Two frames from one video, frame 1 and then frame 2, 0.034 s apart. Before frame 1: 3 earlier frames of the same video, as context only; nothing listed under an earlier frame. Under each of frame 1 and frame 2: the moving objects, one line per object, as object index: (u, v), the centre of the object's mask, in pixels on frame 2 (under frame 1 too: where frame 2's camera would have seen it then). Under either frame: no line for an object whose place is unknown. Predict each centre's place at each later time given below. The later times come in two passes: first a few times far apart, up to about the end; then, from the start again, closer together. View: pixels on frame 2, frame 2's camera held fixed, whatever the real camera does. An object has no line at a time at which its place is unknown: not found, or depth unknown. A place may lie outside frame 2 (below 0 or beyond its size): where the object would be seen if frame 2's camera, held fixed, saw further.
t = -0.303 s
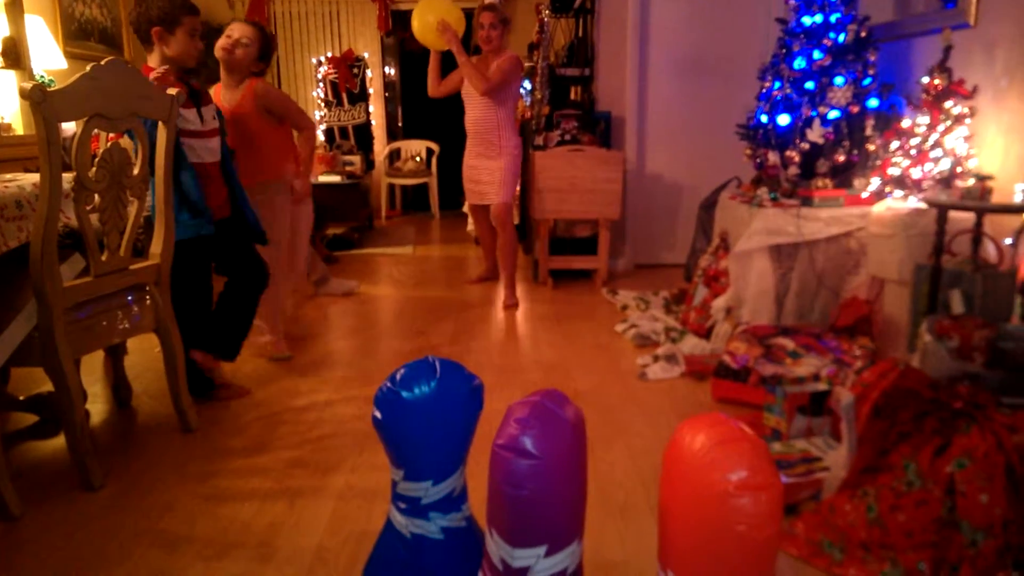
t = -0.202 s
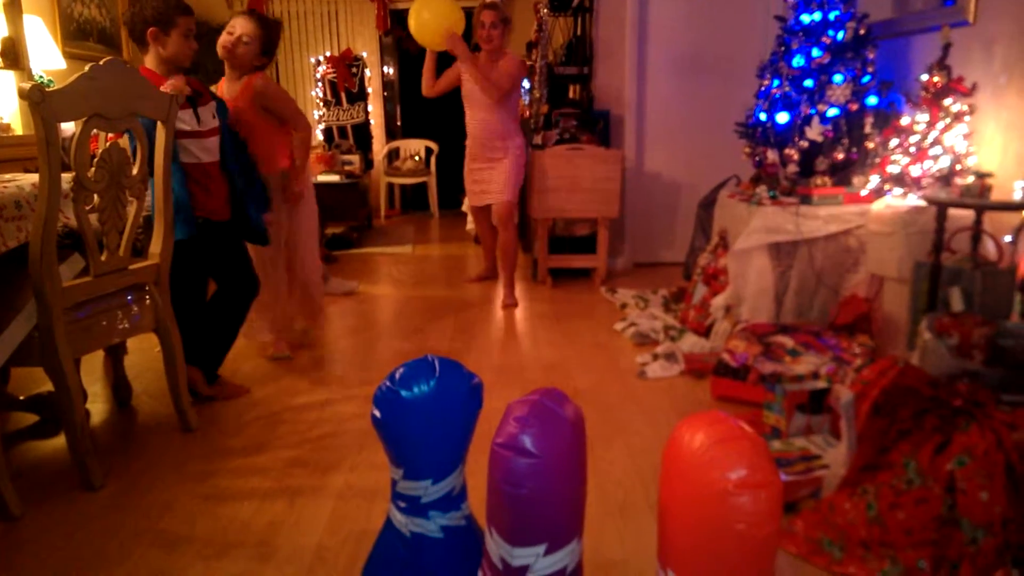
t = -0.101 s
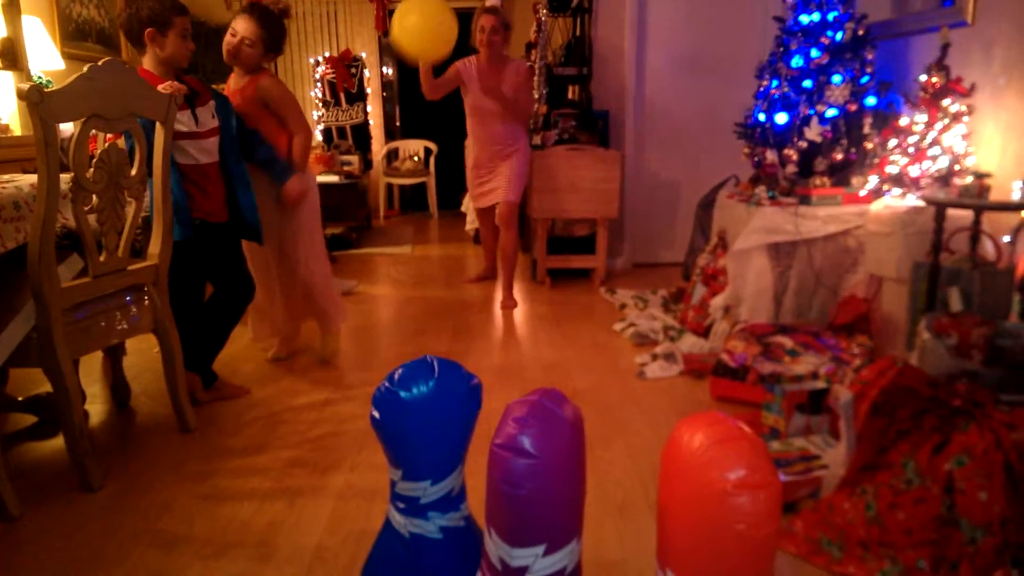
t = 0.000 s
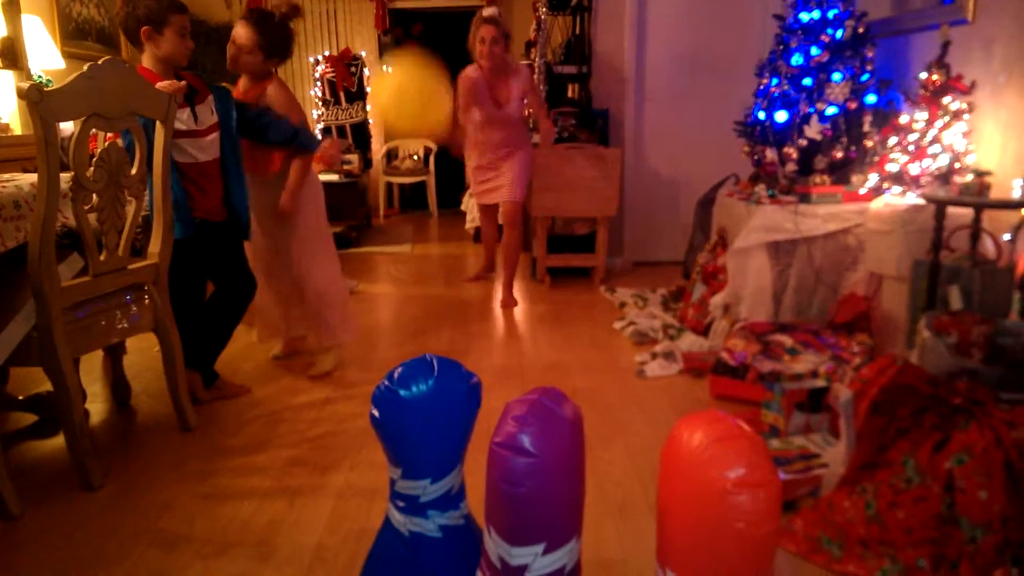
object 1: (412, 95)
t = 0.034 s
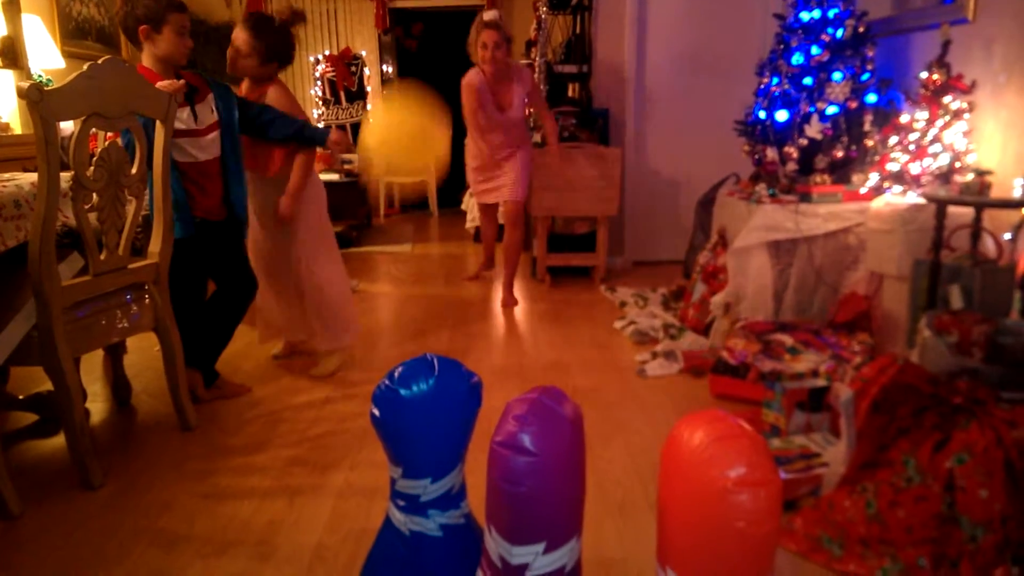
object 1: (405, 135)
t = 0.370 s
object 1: (412, 392)
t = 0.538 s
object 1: (360, 320)
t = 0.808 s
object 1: (348, 376)
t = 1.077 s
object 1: (355, 313)
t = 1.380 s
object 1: (374, 324)
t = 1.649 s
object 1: (395, 314)
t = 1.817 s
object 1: (405, 296)
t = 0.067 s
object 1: (399, 188)
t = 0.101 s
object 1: (394, 238)
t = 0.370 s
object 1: (412, 392)
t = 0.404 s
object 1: (387, 364)
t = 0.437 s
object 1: (380, 347)
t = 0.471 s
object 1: (370, 335)
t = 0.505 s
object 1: (365, 326)
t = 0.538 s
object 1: (360, 320)
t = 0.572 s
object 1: (358, 317)
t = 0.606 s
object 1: (355, 317)
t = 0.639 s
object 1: (352, 320)
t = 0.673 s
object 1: (349, 325)
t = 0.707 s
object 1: (347, 334)
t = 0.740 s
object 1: (345, 346)
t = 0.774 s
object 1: (348, 363)
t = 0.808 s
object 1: (348, 376)
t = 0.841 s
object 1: (348, 395)
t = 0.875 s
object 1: (349, 392)
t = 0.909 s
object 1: (350, 367)
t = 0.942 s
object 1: (350, 353)
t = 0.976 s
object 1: (351, 337)
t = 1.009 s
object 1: (352, 326)
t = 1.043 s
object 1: (352, 317)
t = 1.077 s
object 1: (355, 313)
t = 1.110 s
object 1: (356, 308)
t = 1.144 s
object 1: (358, 307)
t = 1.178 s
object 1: (359, 309)
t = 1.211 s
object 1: (360, 312)
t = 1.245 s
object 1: (361, 318)
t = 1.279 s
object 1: (363, 330)
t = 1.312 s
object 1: (365, 338)
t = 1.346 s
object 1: (367, 333)
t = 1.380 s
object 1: (374, 324)
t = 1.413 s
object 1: (377, 319)
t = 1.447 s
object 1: (379, 312)
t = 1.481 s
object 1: (382, 305)
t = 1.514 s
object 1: (384, 303)
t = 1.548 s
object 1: (387, 304)
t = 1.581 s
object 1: (388, 307)
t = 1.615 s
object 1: (392, 312)
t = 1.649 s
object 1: (395, 314)
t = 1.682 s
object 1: (397, 306)
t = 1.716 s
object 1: (400, 301)
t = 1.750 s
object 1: (401, 298)
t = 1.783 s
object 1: (404, 296)
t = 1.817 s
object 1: (405, 296)
